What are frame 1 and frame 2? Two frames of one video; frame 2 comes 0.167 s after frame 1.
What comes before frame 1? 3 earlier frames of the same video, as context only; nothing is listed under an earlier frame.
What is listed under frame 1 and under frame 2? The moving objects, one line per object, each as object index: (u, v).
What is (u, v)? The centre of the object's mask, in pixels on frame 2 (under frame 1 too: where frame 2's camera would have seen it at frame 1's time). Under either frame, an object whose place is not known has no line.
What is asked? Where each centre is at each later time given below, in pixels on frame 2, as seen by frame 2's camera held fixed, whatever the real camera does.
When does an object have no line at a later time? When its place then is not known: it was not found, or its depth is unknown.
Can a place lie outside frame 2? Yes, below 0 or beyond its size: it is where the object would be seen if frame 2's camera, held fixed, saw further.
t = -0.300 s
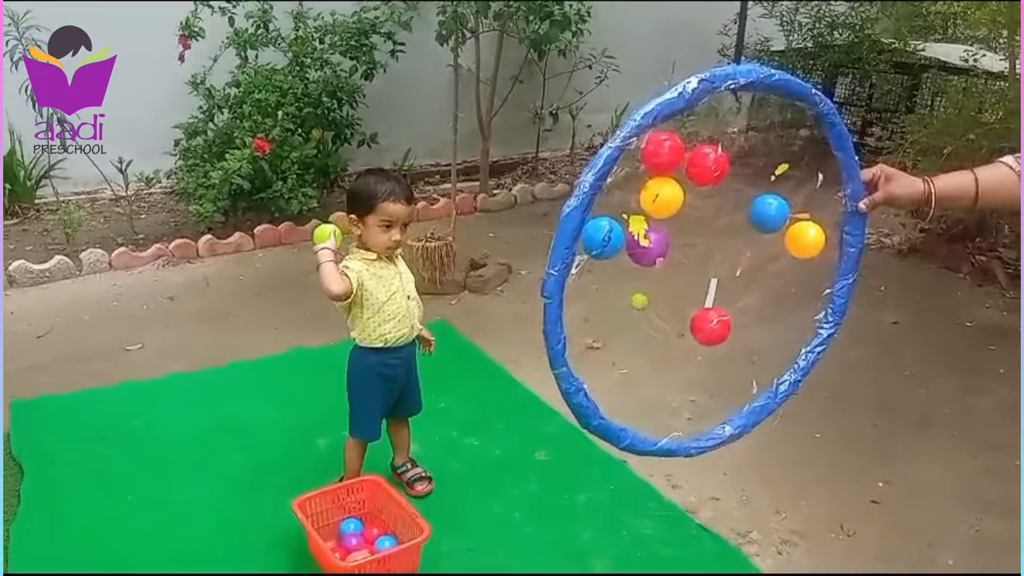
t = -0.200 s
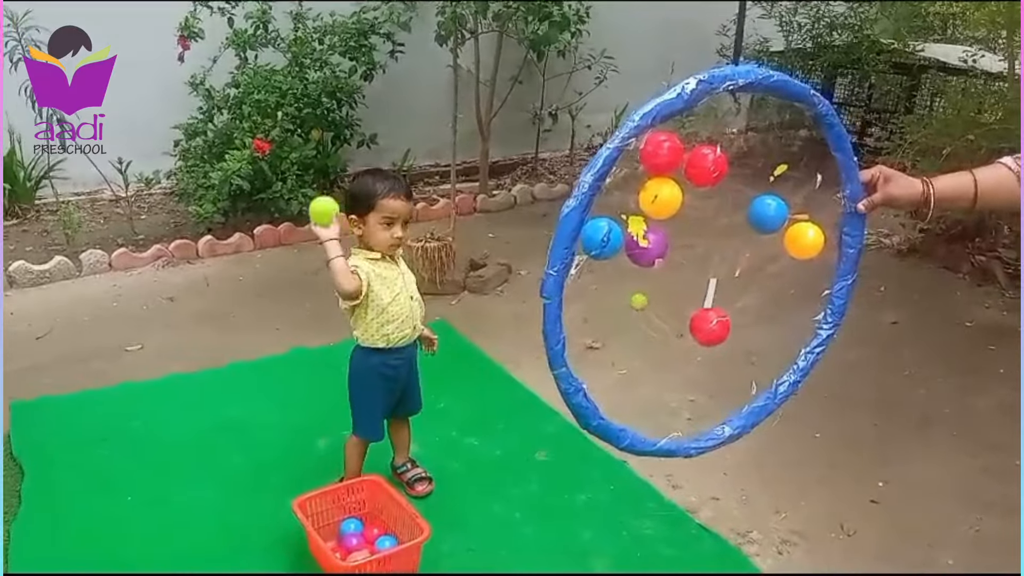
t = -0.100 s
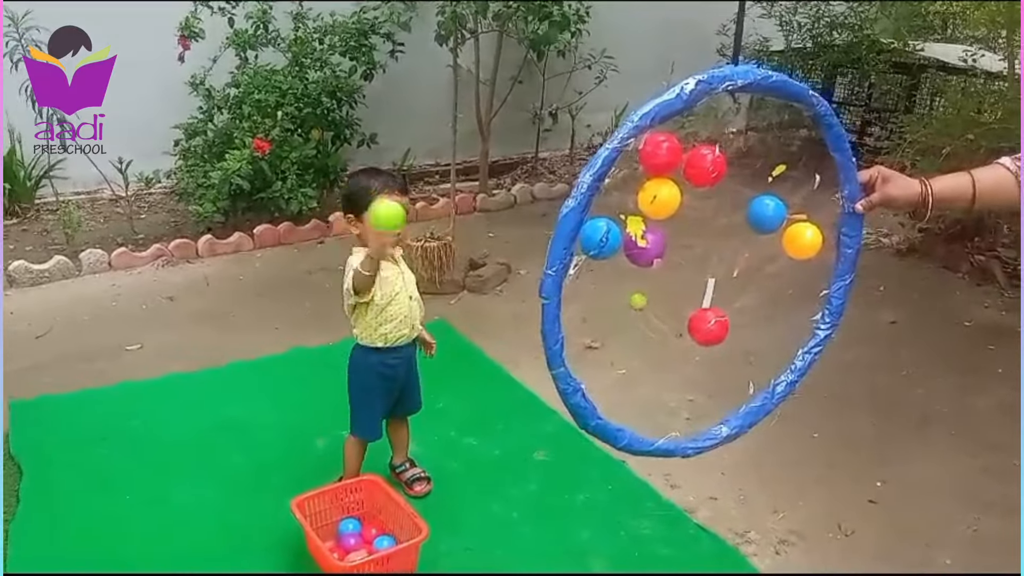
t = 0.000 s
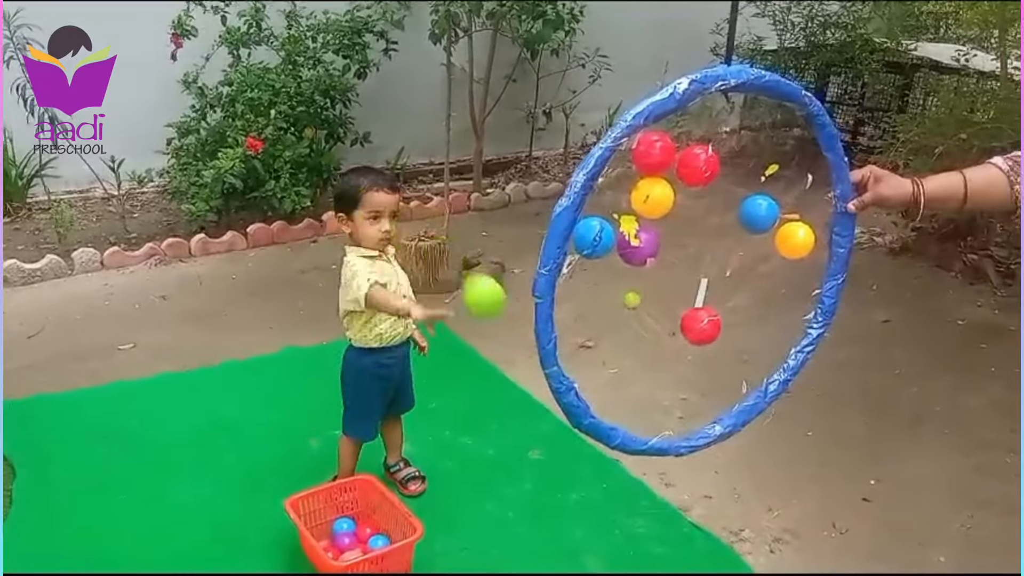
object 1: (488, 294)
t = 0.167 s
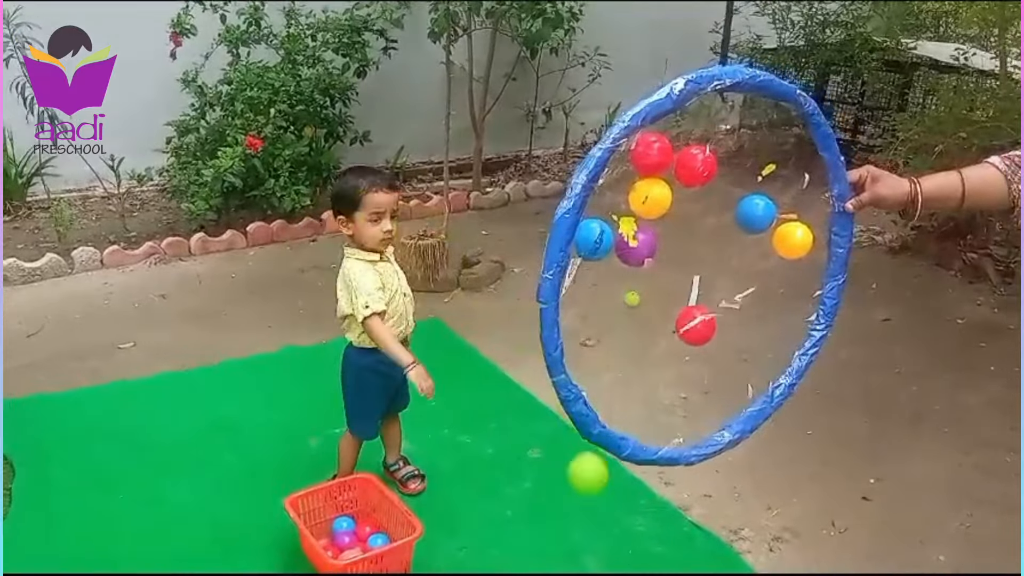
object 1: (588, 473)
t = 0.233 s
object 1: (589, 534)
